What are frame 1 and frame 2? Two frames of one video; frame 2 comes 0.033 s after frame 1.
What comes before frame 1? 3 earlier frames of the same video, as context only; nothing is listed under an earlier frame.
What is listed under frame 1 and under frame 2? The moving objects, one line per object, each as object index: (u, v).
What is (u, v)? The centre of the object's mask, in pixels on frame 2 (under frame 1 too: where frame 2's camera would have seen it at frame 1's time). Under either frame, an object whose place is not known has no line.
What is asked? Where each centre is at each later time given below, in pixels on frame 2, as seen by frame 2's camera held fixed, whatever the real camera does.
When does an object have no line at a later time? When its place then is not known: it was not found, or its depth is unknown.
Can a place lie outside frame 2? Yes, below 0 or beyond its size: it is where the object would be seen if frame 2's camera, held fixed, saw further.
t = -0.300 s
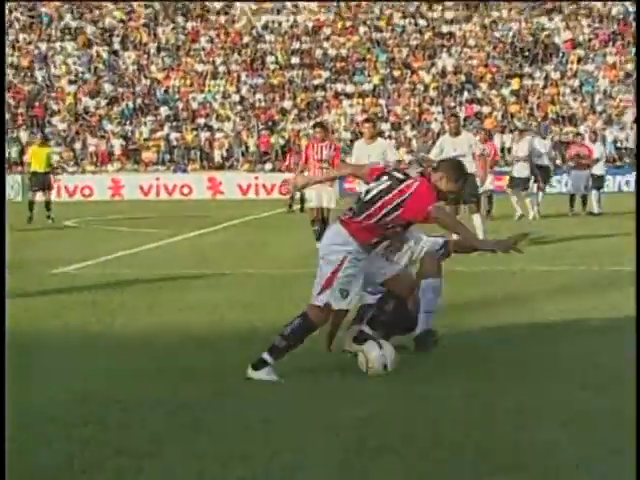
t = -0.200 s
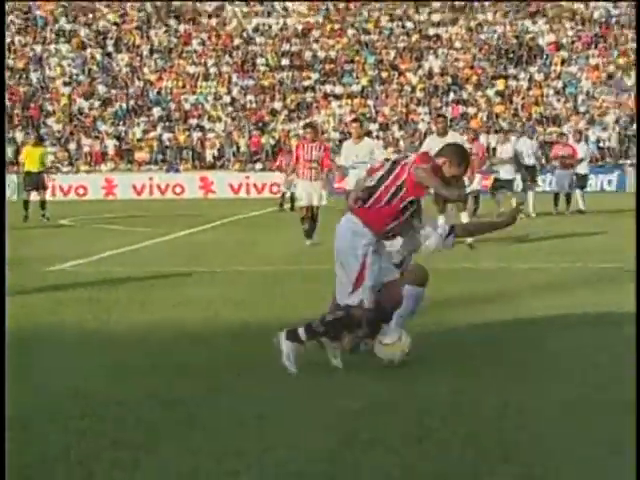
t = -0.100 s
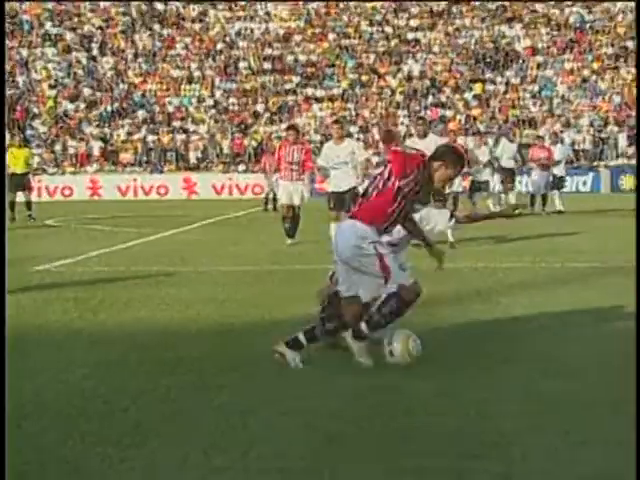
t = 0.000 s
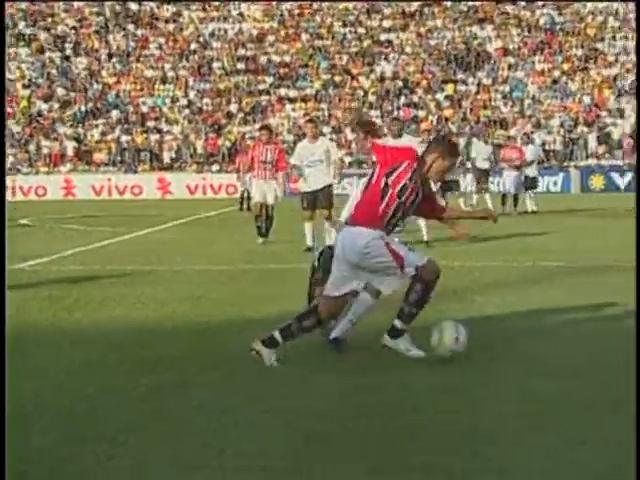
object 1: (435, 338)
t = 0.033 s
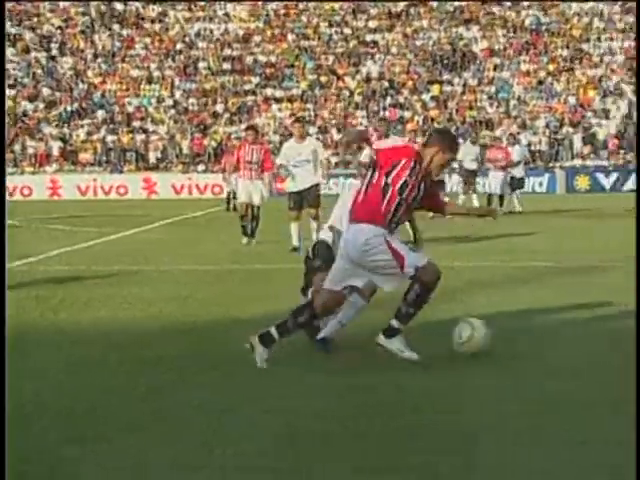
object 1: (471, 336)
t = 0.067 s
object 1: (504, 335)
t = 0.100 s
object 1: (520, 335)
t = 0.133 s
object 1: (554, 337)
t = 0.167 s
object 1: (588, 340)
